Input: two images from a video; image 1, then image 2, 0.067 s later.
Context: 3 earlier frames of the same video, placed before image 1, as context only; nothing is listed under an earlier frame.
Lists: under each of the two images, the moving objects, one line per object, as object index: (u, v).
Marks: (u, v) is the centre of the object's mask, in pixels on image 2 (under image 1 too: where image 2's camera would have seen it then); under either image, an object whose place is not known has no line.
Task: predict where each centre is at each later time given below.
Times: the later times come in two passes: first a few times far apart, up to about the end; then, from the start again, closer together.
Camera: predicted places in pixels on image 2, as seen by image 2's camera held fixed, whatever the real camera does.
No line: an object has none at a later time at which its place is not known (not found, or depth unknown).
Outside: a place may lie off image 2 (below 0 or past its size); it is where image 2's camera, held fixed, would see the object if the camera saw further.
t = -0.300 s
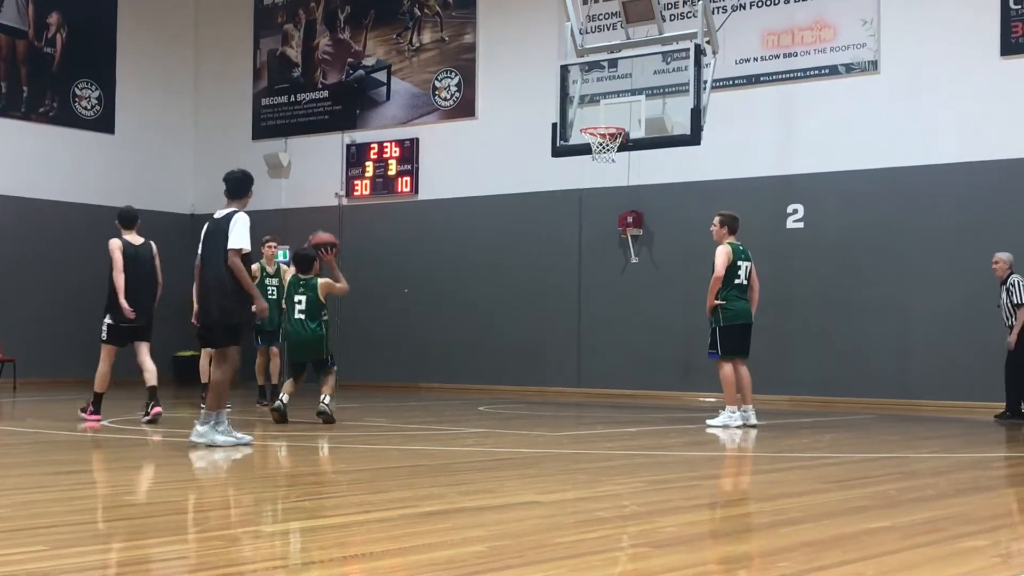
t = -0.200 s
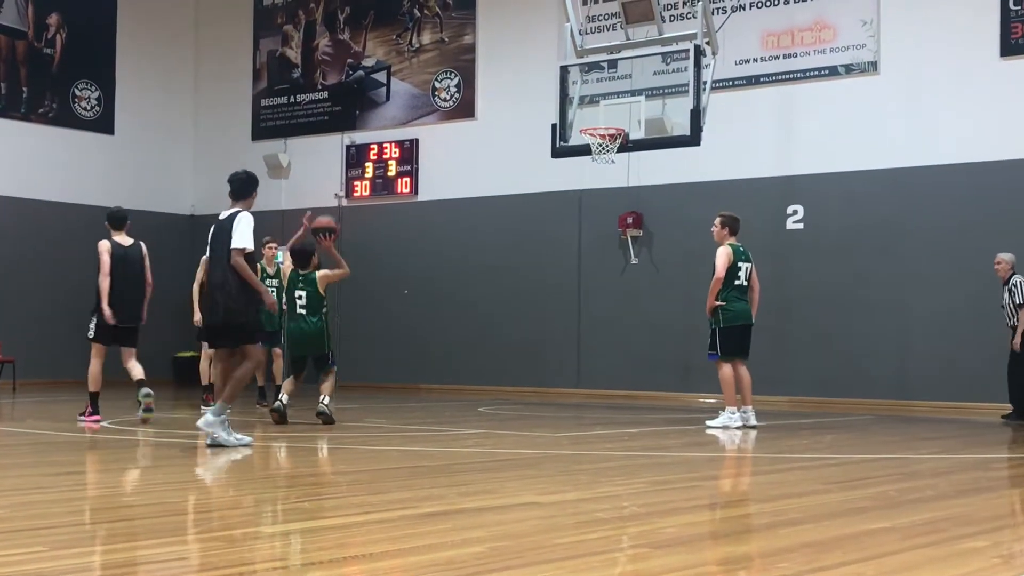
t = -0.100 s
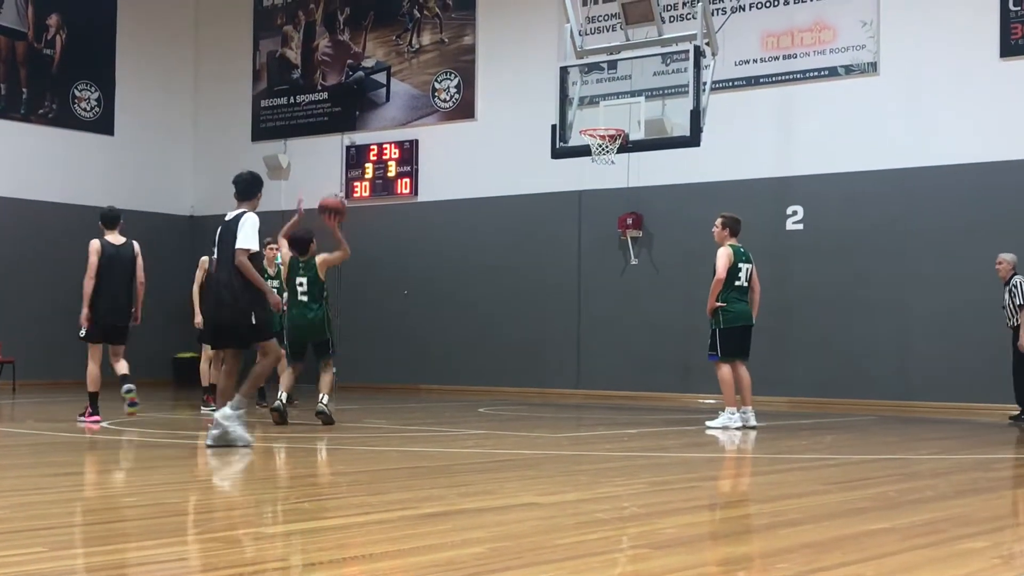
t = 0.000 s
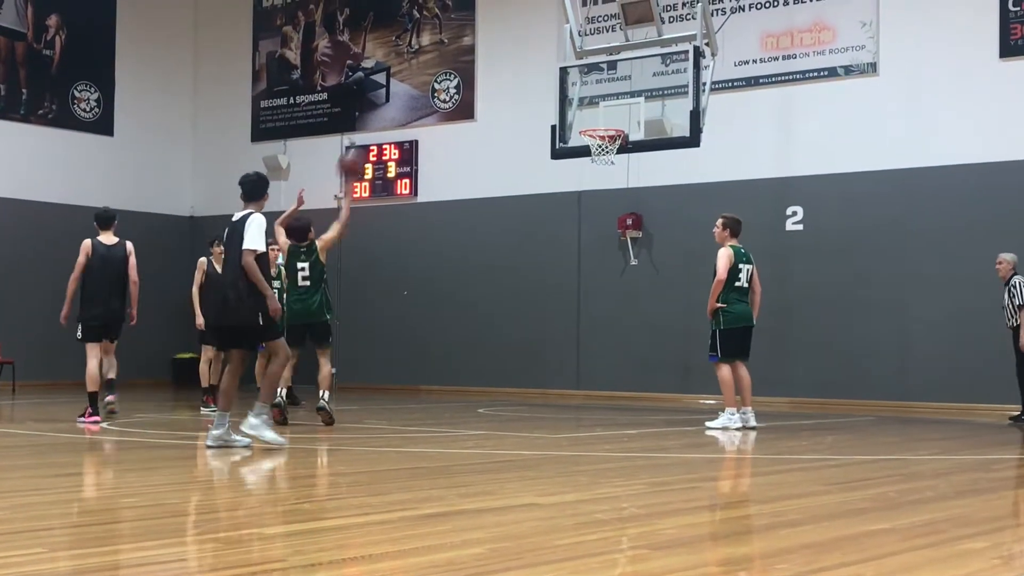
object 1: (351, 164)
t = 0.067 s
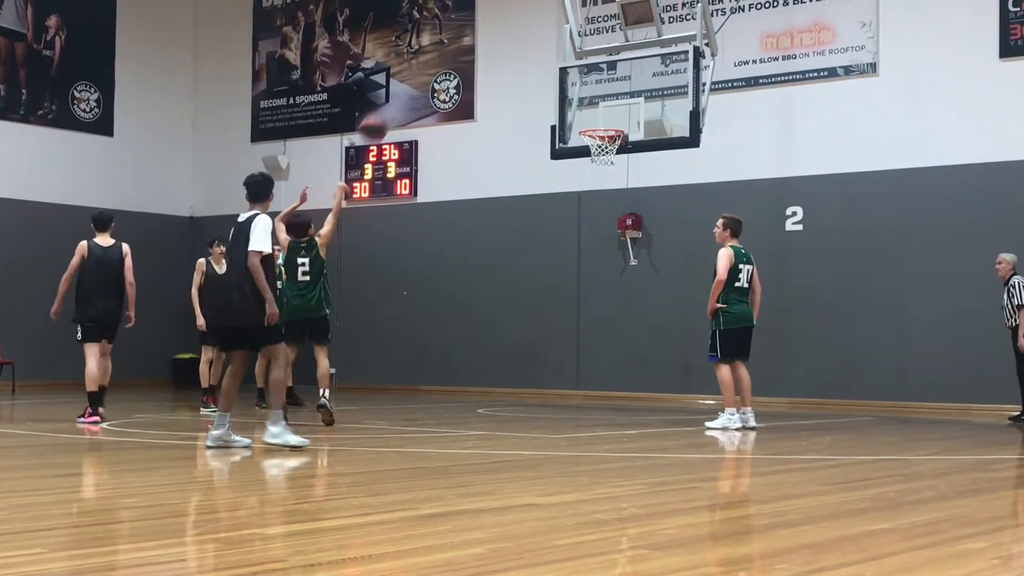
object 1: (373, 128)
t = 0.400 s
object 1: (473, 34)
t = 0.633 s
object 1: (530, 40)
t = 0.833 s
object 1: (575, 84)
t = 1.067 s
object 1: (600, 161)
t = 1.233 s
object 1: (591, 211)
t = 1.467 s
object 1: (578, 333)
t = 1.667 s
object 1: (565, 354)
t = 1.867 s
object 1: (552, 278)
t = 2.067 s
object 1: (537, 237)
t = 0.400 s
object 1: (473, 34)
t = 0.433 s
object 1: (481, 32)
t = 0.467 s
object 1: (490, 31)
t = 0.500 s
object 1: (498, 31)
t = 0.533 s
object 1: (506, 31)
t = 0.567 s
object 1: (514, 33)
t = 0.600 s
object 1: (522, 36)
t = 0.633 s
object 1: (530, 40)
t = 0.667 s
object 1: (538, 45)
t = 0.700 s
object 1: (545, 50)
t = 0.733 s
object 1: (553, 57)
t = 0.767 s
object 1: (560, 65)
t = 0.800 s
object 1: (568, 73)
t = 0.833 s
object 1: (575, 84)
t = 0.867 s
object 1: (581, 92)
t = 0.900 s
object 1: (588, 104)
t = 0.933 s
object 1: (595, 115)
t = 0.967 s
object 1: (602, 123)
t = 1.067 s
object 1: (600, 161)
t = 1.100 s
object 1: (598, 167)
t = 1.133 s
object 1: (597, 176)
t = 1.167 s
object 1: (595, 187)
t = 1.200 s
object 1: (593, 200)
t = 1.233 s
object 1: (591, 211)
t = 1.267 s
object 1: (589, 225)
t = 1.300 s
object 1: (587, 241)
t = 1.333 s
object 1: (586, 258)
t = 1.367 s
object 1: (584, 274)
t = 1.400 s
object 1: (582, 295)
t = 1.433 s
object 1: (580, 314)
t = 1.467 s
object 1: (578, 333)
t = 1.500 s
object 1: (575, 356)
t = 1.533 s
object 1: (574, 380)
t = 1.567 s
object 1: (572, 406)
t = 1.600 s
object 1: (569, 389)
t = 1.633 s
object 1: (567, 372)
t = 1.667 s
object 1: (565, 354)
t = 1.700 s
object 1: (563, 339)
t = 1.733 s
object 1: (561, 324)
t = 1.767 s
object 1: (558, 311)
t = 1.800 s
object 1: (556, 298)
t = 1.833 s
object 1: (554, 288)
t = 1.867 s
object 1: (552, 278)
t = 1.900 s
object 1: (549, 268)
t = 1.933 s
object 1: (547, 259)
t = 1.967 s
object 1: (544, 253)
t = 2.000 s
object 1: (542, 246)
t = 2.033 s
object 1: (539, 240)
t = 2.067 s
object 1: (537, 237)
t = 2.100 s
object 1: (534, 233)
